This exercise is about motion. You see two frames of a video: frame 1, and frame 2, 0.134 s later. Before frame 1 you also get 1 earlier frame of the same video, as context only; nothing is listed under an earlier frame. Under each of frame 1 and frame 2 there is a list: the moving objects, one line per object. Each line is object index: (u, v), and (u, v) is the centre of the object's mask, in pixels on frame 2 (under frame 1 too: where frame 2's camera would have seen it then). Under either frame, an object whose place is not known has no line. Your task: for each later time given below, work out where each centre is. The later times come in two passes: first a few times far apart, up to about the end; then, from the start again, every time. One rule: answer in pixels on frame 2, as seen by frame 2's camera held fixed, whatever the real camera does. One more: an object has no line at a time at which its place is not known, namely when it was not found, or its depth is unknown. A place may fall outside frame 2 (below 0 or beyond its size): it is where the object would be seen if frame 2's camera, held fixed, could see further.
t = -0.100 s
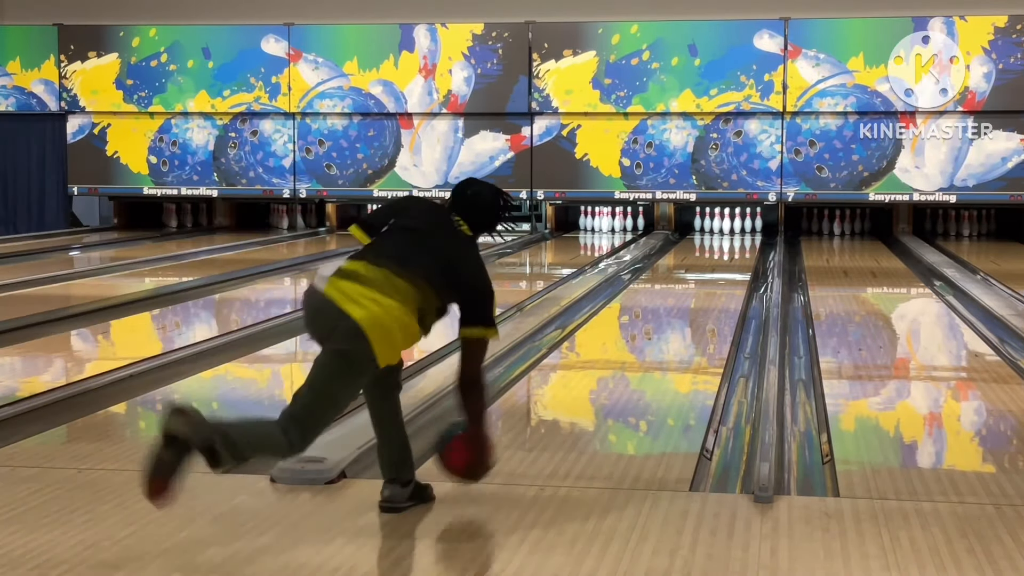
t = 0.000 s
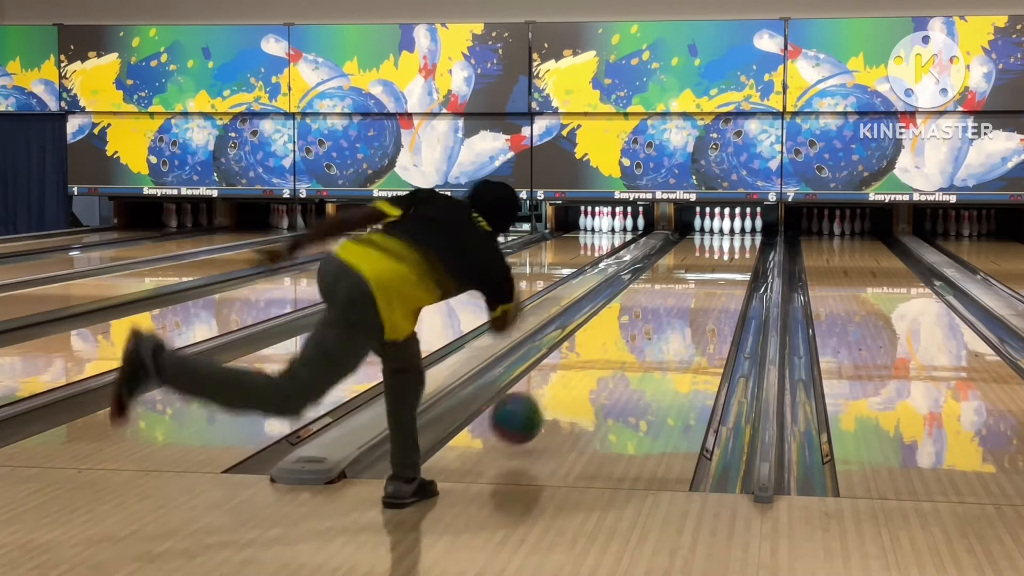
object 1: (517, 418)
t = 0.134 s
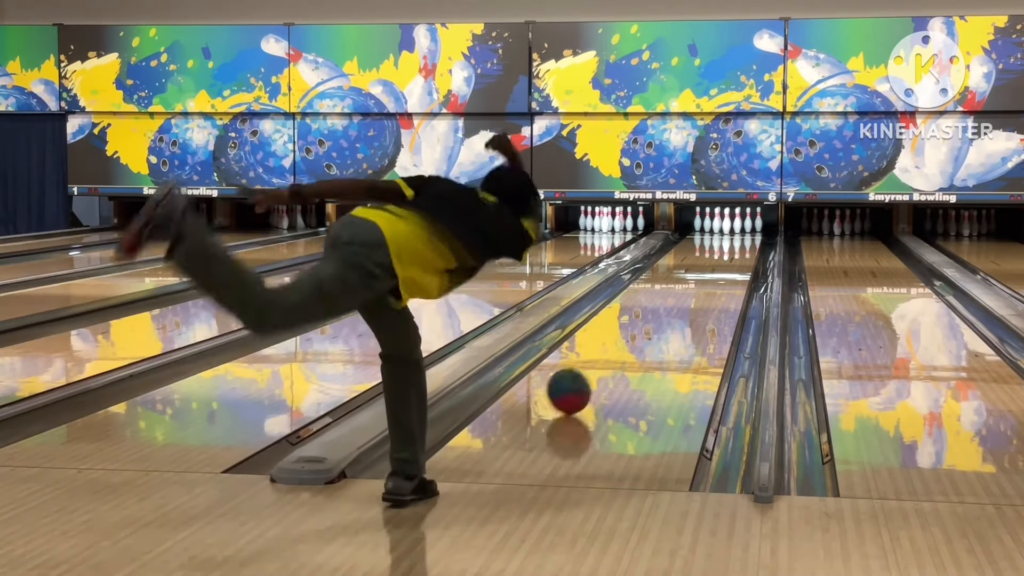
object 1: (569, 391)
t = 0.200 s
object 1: (590, 376)
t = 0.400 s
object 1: (639, 341)
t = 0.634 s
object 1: (678, 311)
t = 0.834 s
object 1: (702, 293)
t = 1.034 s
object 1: (720, 276)
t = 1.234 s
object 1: (734, 265)
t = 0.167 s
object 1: (580, 384)
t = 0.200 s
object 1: (590, 376)
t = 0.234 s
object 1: (599, 370)
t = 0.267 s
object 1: (608, 363)
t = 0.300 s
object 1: (616, 357)
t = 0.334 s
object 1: (624, 351)
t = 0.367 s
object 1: (632, 346)
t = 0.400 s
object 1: (639, 341)
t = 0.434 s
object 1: (645, 336)
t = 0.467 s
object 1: (651, 331)
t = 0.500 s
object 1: (657, 326)
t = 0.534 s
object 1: (663, 322)
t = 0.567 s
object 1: (668, 318)
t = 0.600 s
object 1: (673, 314)
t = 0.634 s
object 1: (678, 311)
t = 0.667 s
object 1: (682, 307)
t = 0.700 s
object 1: (686, 304)
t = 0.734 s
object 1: (691, 300)
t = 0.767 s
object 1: (695, 297)
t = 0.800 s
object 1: (698, 295)
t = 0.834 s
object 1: (702, 293)
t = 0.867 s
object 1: (705, 289)
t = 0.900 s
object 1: (708, 286)
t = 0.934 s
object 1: (712, 284)
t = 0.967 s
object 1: (715, 281)
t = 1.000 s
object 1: (717, 279)
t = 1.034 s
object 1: (720, 276)
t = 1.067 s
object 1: (723, 275)
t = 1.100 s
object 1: (725, 273)
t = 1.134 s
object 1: (728, 271)
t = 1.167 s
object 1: (730, 269)
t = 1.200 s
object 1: (732, 267)
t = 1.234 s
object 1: (734, 265)
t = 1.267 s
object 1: (735, 263)
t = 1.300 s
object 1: (737, 262)
